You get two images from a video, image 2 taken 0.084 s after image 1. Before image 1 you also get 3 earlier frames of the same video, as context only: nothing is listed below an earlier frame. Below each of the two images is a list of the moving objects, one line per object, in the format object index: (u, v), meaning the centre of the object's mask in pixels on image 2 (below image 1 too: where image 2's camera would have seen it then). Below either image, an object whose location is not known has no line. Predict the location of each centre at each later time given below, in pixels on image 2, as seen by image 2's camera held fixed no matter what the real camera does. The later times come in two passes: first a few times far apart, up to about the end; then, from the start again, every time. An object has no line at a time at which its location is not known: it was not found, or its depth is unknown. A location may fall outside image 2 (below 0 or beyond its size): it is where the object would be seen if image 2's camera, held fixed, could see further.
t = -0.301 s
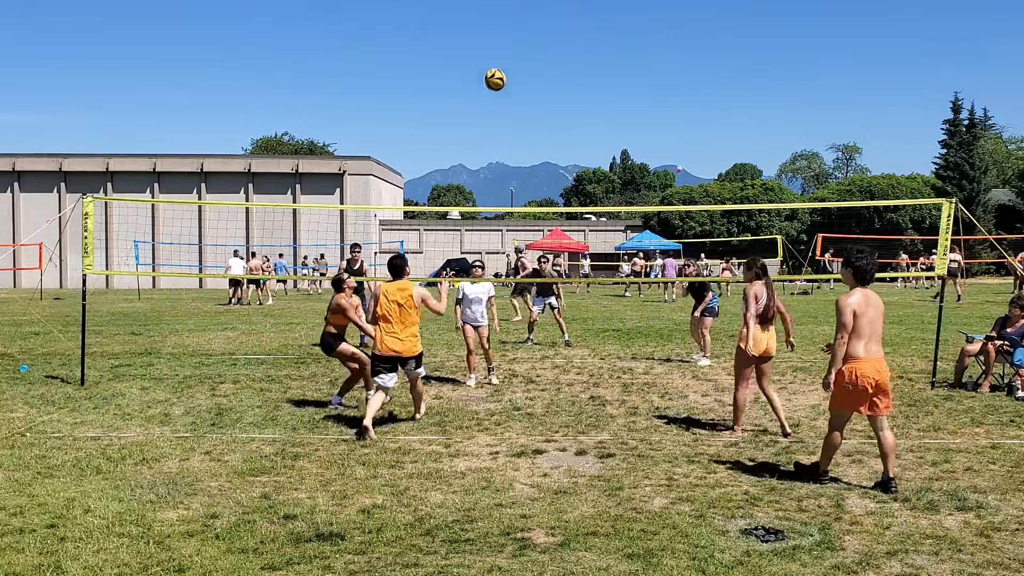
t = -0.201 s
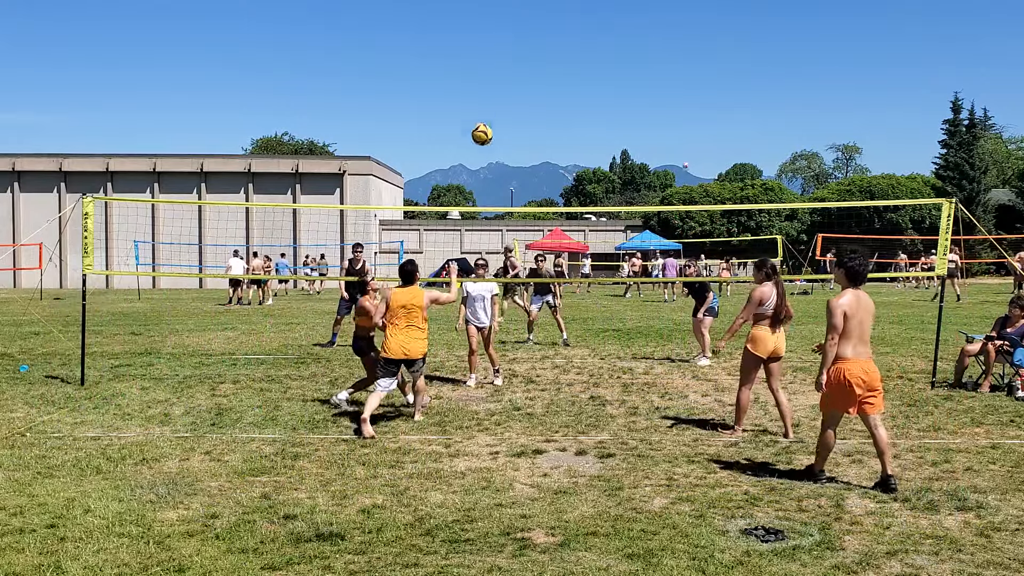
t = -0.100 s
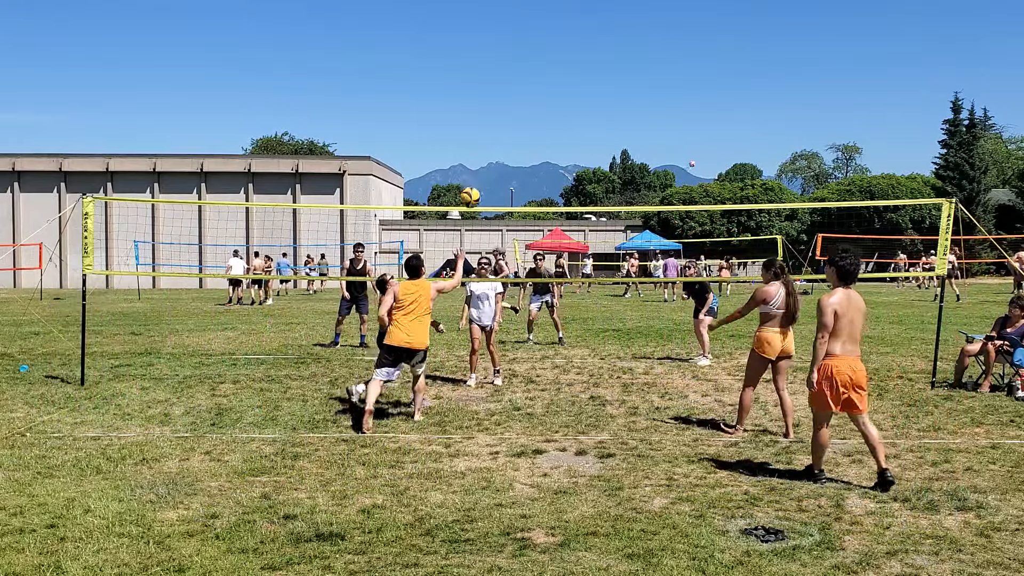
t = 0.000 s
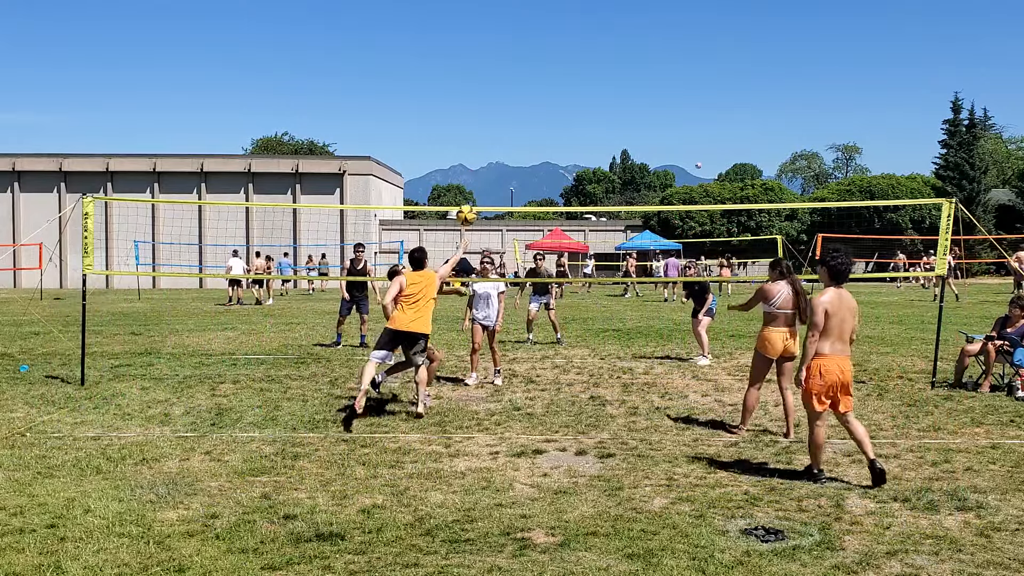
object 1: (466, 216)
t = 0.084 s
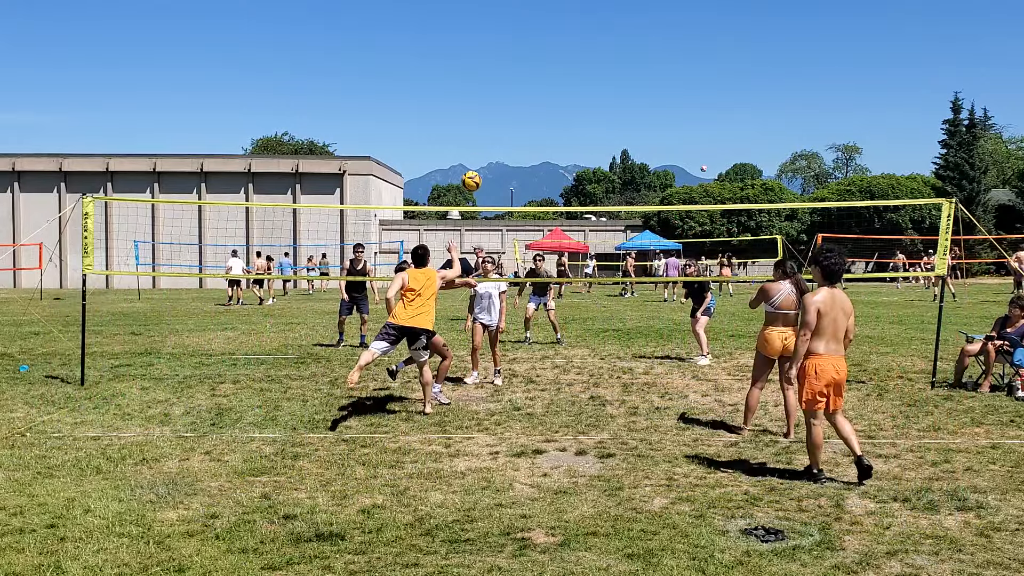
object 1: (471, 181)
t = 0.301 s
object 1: (484, 126)
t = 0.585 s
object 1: (498, 119)
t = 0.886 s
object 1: (510, 181)
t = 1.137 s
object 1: (520, 275)
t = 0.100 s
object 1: (472, 175)
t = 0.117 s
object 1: (473, 169)
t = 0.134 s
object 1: (474, 164)
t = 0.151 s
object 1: (475, 159)
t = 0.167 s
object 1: (476, 155)
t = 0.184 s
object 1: (477, 150)
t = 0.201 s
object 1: (478, 146)
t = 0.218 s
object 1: (478, 142)
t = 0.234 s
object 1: (480, 138)
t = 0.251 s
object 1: (481, 135)
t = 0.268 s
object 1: (482, 132)
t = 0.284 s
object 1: (482, 129)
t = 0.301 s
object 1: (484, 126)
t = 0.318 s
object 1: (484, 124)
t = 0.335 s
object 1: (485, 122)
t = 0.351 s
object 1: (486, 120)
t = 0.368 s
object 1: (487, 119)
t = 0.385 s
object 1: (488, 117)
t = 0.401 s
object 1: (489, 116)
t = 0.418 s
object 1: (490, 115)
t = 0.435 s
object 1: (491, 114)
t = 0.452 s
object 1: (492, 114)
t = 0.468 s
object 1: (493, 114)
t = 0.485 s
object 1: (494, 114)
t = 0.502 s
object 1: (494, 114)
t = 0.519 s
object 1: (495, 115)
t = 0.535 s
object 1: (496, 115)
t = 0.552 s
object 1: (497, 116)
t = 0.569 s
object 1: (497, 118)
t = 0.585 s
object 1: (498, 119)
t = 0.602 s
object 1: (498, 121)
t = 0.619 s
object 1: (499, 123)
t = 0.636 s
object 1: (500, 125)
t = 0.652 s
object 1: (501, 128)
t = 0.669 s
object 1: (501, 130)
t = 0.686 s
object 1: (502, 133)
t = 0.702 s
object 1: (503, 136)
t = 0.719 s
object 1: (503, 139)
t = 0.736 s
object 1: (504, 143)
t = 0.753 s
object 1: (505, 146)
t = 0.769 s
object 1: (506, 150)
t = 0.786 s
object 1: (506, 154)
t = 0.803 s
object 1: (507, 158)
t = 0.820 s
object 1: (508, 162)
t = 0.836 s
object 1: (508, 166)
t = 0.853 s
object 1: (509, 171)
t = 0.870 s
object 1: (509, 176)
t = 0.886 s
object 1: (510, 181)
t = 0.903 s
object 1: (510, 186)
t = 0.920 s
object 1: (511, 192)
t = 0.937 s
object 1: (512, 197)
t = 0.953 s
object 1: (512, 201)
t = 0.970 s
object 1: (514, 205)
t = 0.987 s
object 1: (514, 217)
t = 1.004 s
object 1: (514, 222)
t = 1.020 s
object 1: (515, 228)
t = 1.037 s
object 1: (515, 235)
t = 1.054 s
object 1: (516, 243)
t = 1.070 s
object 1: (517, 249)
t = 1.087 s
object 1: (518, 257)
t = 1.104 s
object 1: (518, 263)
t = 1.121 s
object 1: (519, 270)
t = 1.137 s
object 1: (520, 275)
